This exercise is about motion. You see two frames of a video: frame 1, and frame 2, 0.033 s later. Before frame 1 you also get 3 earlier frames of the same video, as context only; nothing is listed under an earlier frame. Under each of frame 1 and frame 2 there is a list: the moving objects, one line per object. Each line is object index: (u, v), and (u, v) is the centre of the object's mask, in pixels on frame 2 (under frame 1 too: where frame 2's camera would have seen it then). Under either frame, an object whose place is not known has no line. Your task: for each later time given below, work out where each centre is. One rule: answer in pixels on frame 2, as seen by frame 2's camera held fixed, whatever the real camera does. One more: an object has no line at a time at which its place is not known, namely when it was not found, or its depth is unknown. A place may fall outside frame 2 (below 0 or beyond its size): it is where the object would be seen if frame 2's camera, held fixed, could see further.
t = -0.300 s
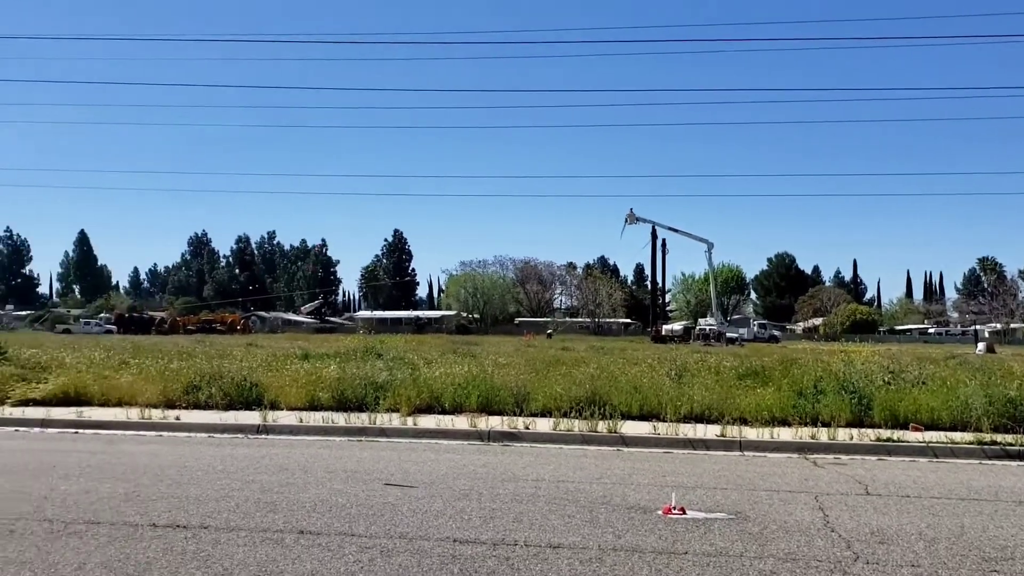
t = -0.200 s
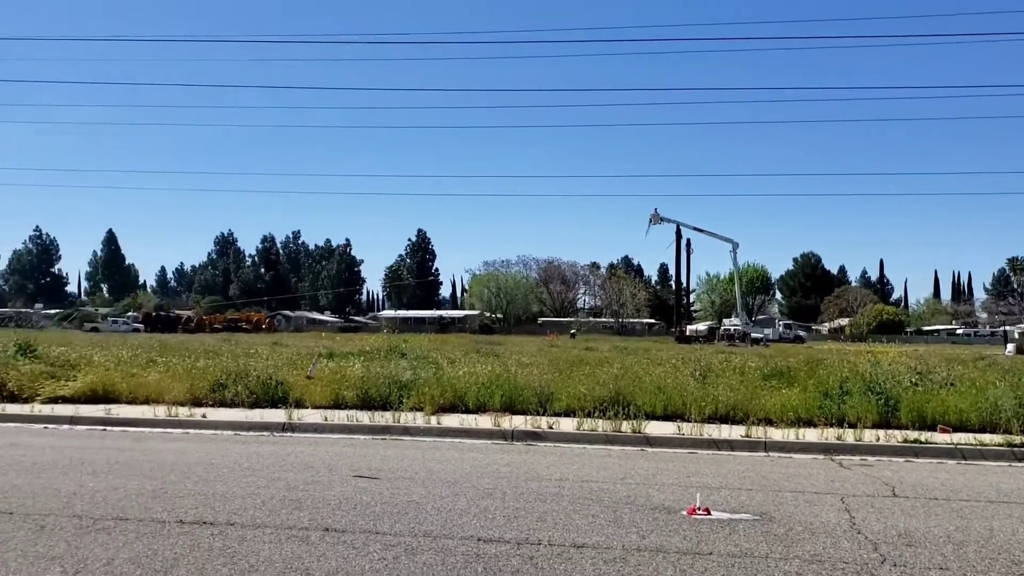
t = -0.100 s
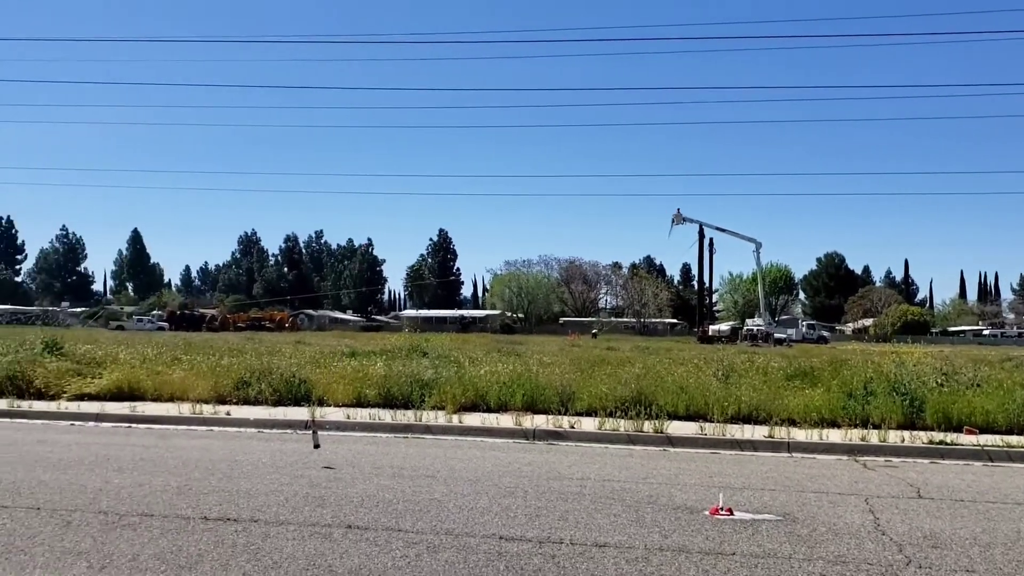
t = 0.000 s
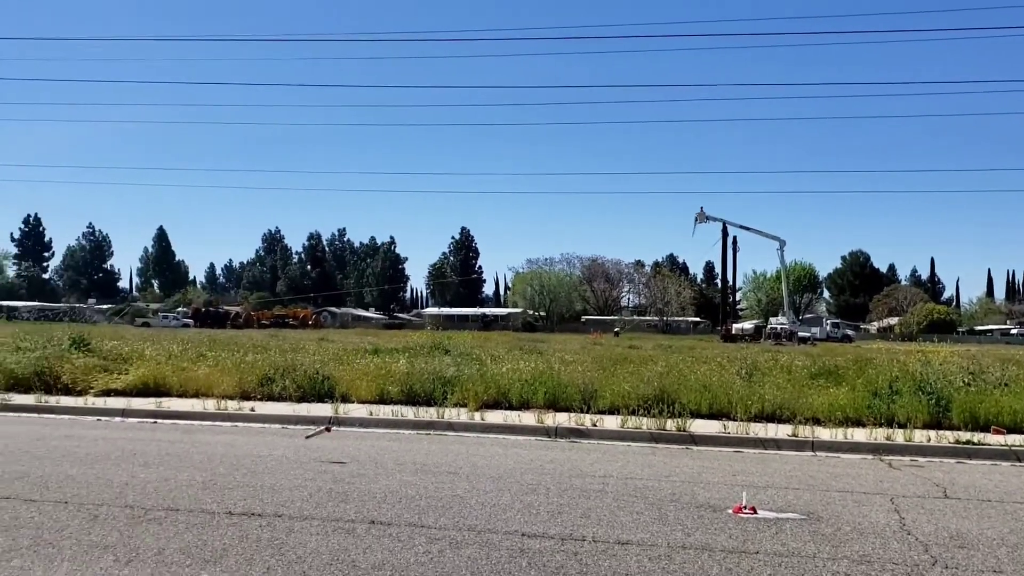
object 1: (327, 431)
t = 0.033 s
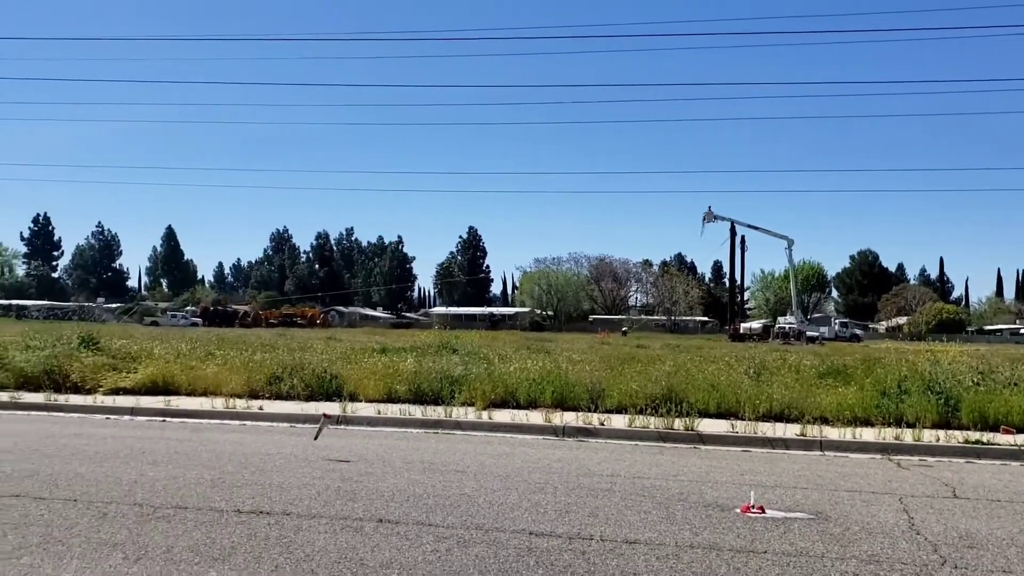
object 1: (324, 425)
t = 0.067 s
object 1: (318, 420)
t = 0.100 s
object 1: (313, 413)
